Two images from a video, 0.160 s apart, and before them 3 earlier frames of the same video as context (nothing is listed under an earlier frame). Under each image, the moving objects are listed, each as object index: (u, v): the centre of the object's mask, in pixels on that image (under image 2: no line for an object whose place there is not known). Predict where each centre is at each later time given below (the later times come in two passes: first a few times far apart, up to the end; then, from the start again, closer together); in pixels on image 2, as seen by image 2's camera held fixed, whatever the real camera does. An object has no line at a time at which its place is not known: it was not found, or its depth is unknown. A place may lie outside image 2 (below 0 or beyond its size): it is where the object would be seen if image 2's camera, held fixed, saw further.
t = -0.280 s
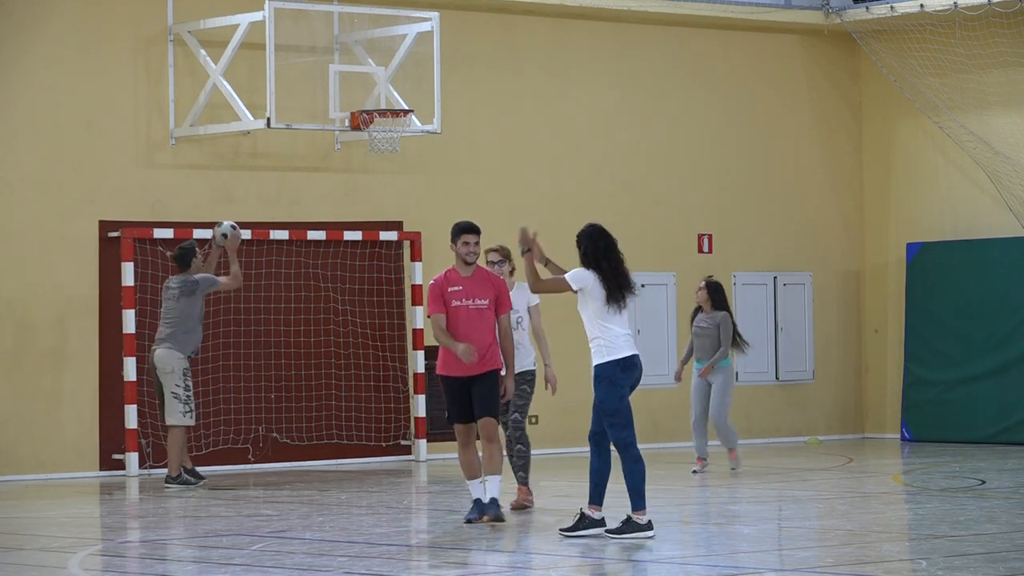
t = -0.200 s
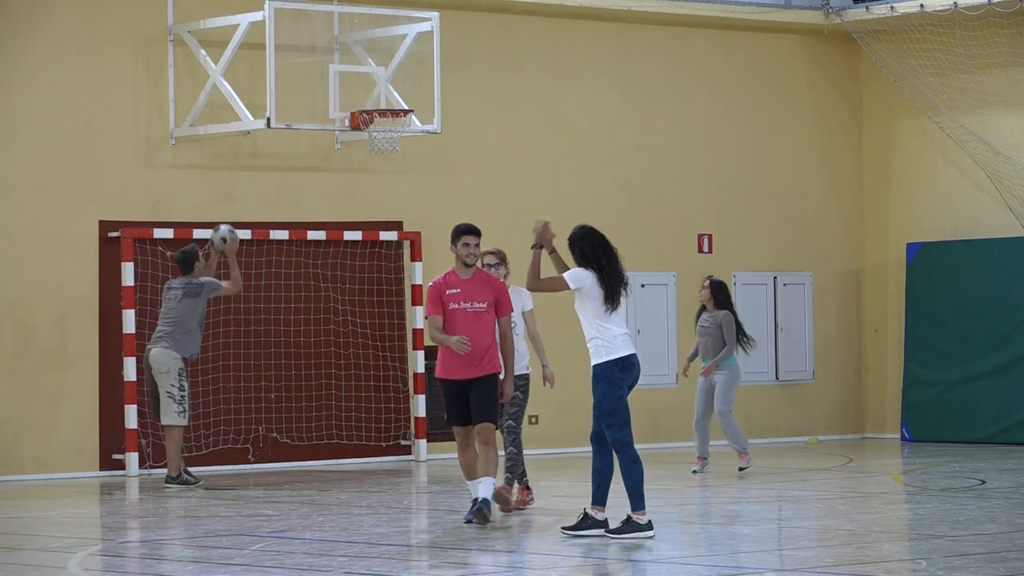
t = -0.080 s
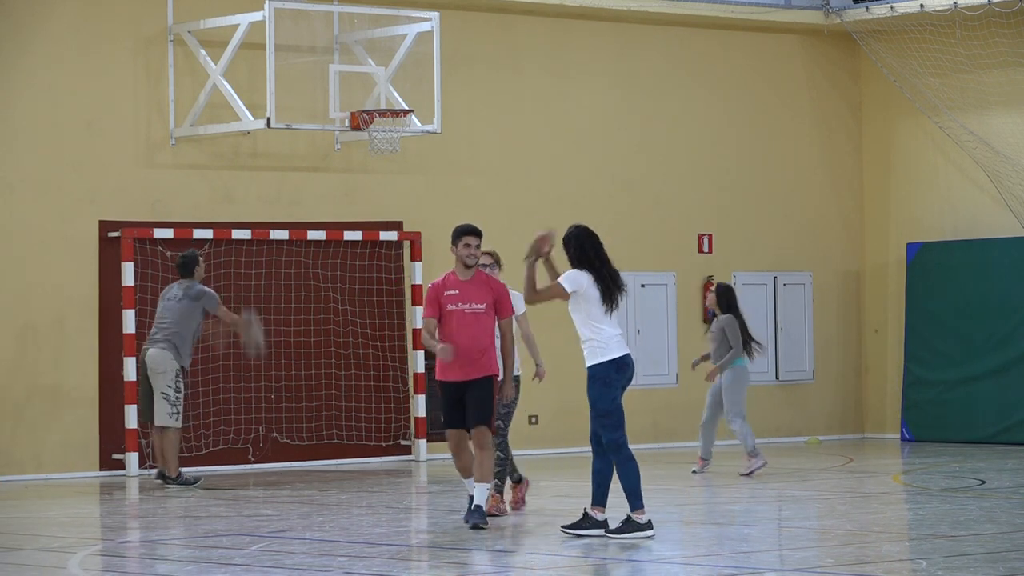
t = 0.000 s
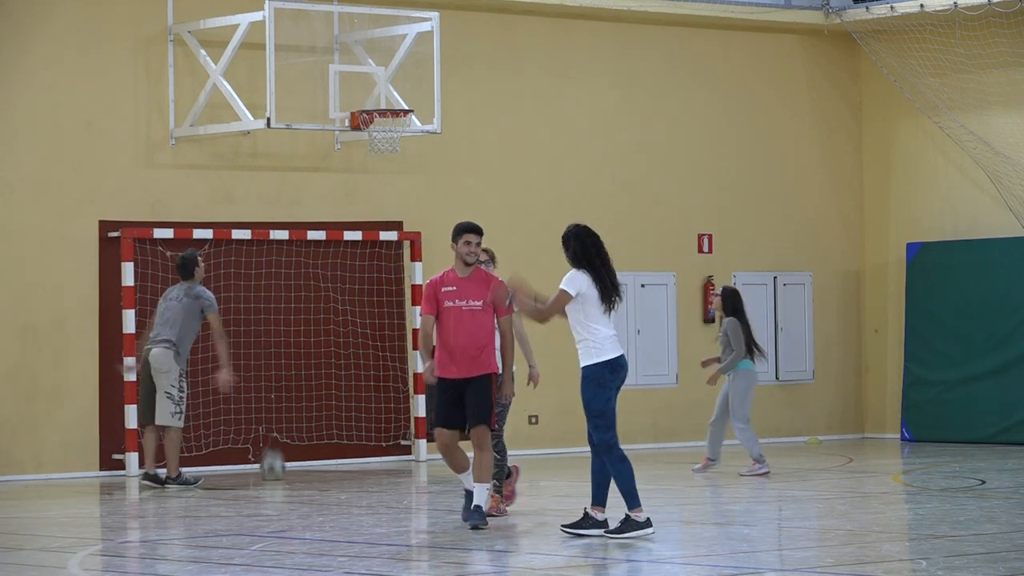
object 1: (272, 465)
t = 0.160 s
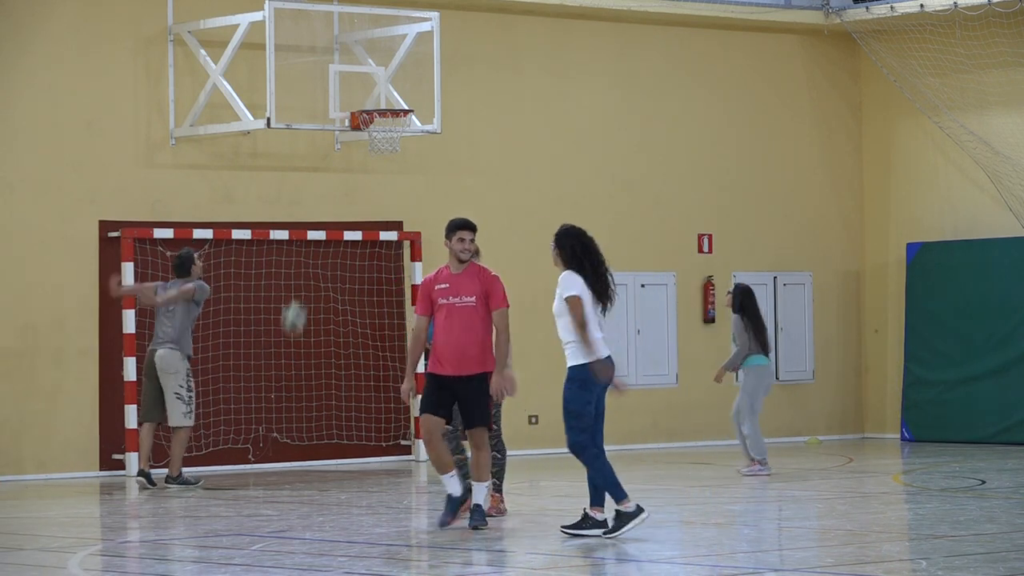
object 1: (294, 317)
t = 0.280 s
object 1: (308, 222)
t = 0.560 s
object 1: (345, 89)
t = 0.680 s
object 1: (369, 70)
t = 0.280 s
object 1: (308, 222)
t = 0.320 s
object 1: (312, 196)
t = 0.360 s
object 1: (317, 173)
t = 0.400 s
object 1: (322, 150)
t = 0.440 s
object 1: (326, 129)
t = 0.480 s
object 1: (331, 110)
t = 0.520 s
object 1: (338, 99)
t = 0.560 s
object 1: (345, 89)
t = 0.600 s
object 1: (353, 82)
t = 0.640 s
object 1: (362, 75)
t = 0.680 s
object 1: (369, 70)
